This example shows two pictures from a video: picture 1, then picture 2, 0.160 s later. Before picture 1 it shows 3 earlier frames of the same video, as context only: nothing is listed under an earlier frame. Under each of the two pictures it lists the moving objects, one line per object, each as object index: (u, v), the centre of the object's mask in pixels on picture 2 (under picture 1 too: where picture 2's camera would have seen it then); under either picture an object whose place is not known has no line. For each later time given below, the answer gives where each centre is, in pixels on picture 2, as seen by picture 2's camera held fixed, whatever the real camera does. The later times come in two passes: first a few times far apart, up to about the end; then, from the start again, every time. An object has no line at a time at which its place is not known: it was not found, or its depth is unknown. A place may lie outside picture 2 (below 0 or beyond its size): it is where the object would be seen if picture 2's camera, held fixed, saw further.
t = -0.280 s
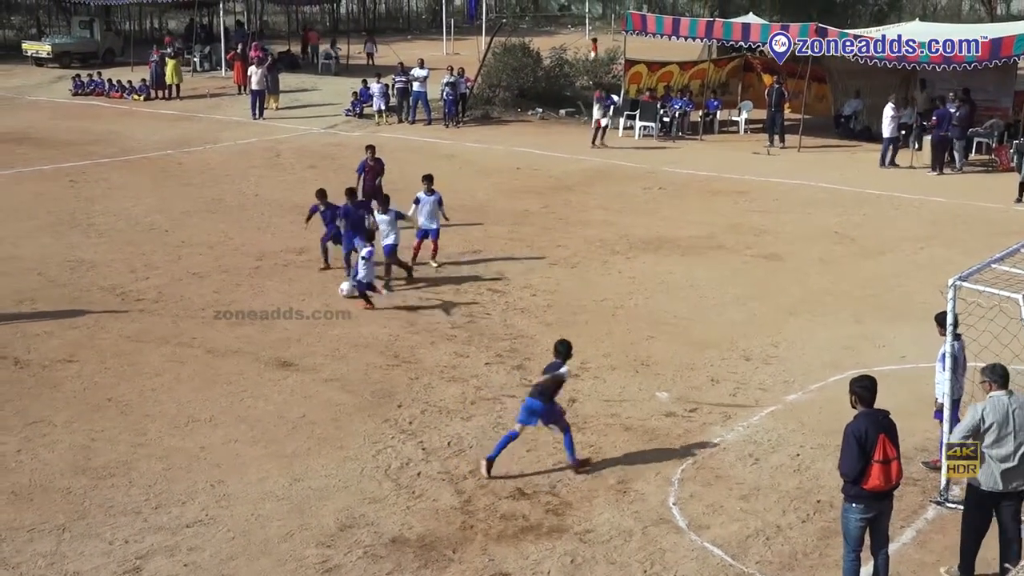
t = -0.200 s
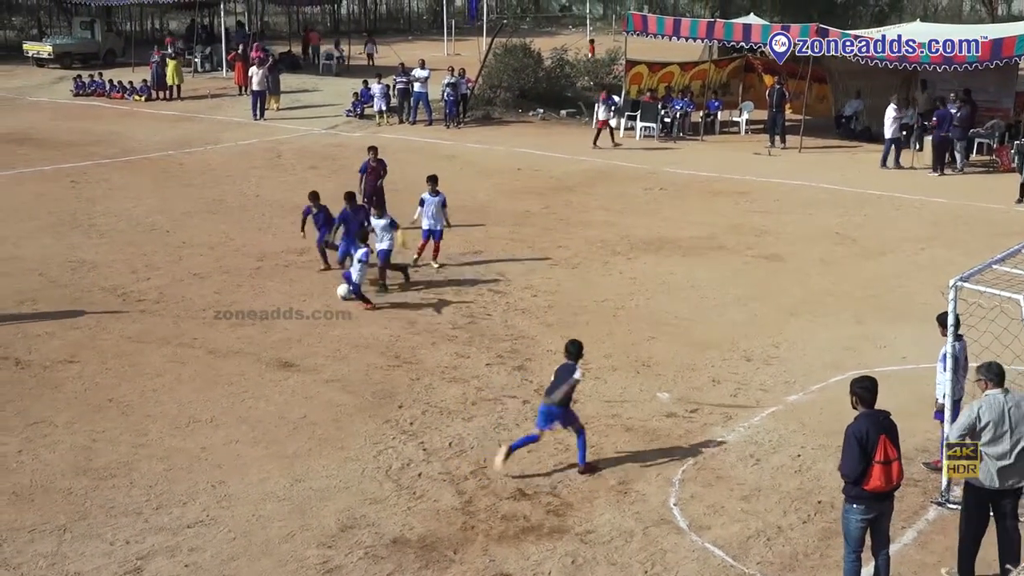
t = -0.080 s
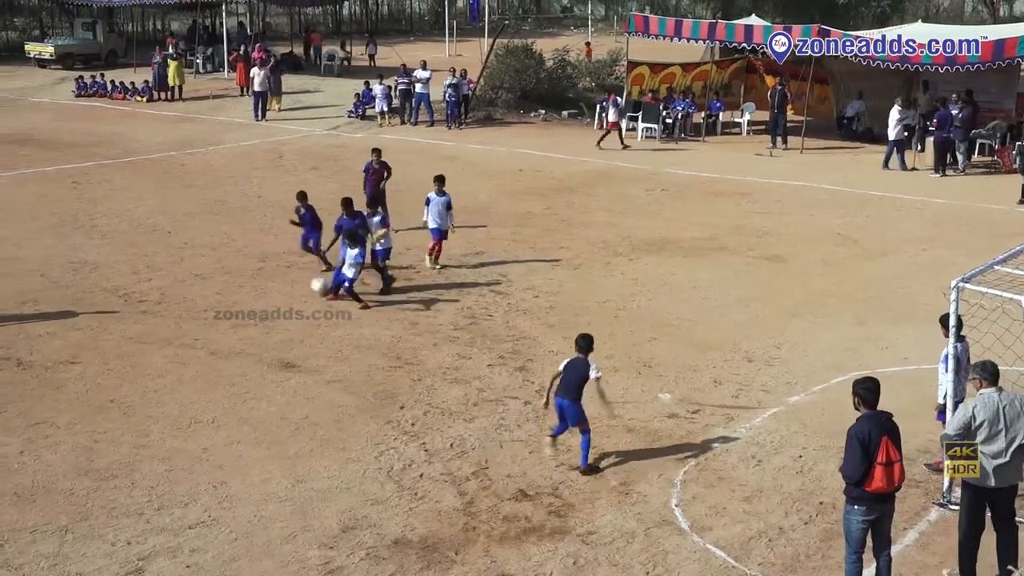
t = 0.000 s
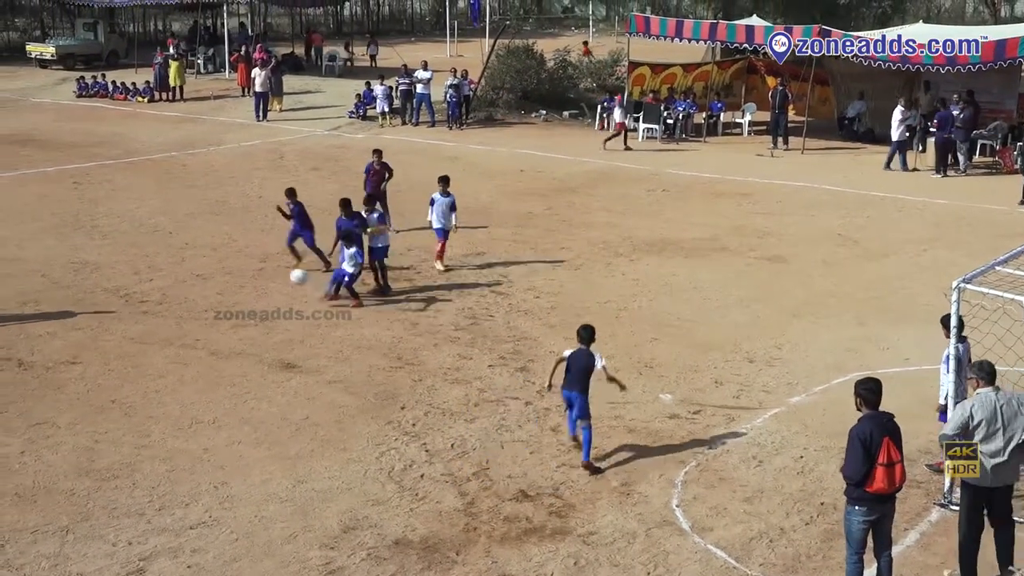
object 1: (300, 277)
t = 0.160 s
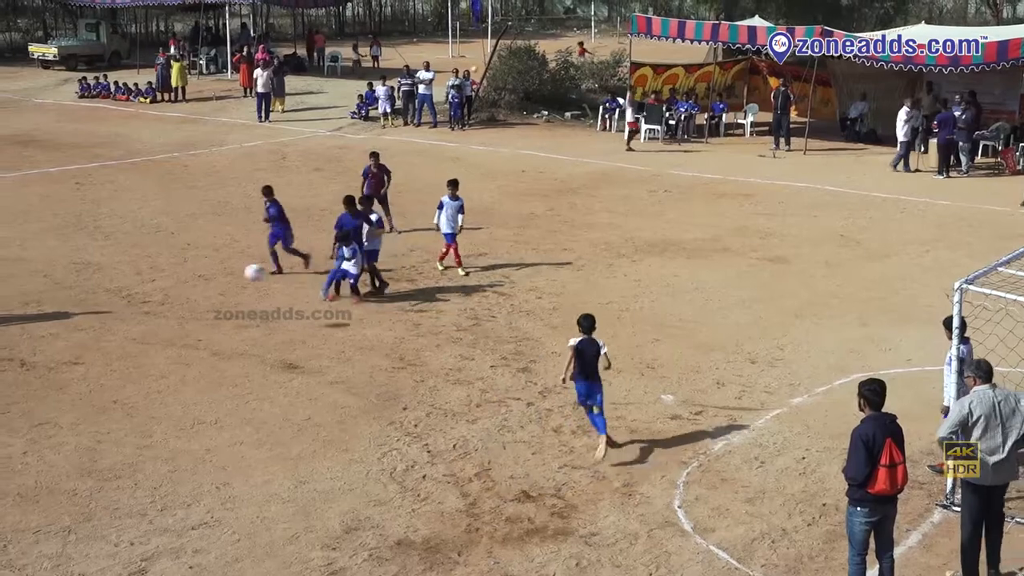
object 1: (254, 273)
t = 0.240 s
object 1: (228, 276)
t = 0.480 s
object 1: (141, 322)
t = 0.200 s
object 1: (240, 274)
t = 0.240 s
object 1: (228, 276)
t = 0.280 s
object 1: (214, 280)
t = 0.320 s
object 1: (200, 286)
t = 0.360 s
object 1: (187, 292)
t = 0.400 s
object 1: (172, 300)
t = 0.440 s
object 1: (157, 310)
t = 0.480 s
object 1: (141, 322)
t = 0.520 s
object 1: (126, 334)
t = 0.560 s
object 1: (110, 348)
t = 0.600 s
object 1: (94, 364)
